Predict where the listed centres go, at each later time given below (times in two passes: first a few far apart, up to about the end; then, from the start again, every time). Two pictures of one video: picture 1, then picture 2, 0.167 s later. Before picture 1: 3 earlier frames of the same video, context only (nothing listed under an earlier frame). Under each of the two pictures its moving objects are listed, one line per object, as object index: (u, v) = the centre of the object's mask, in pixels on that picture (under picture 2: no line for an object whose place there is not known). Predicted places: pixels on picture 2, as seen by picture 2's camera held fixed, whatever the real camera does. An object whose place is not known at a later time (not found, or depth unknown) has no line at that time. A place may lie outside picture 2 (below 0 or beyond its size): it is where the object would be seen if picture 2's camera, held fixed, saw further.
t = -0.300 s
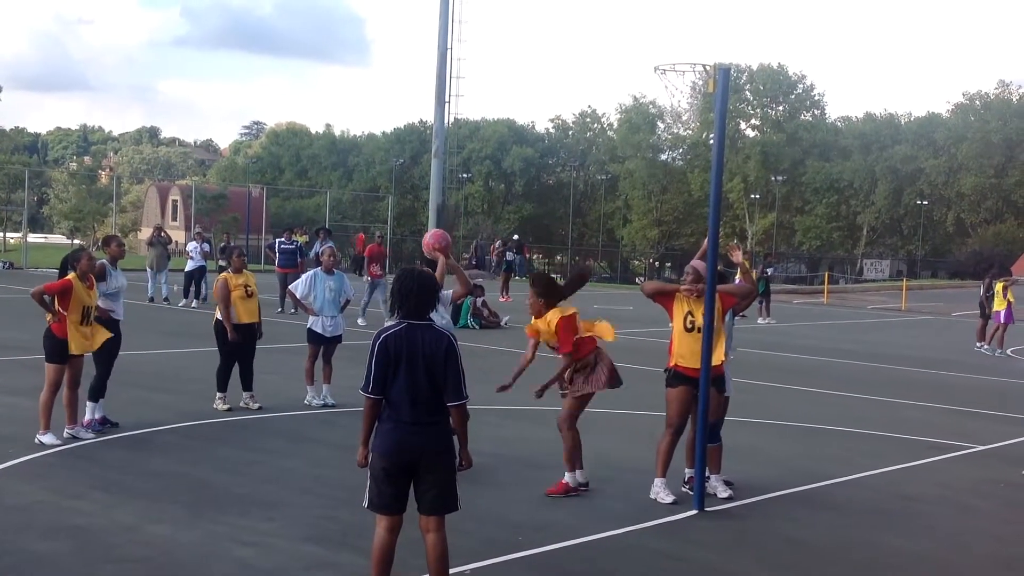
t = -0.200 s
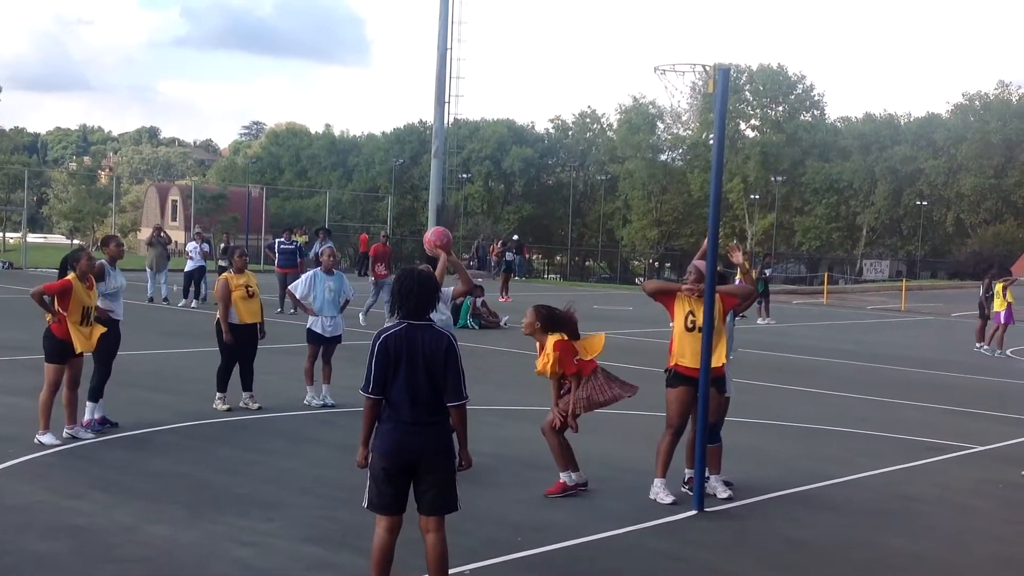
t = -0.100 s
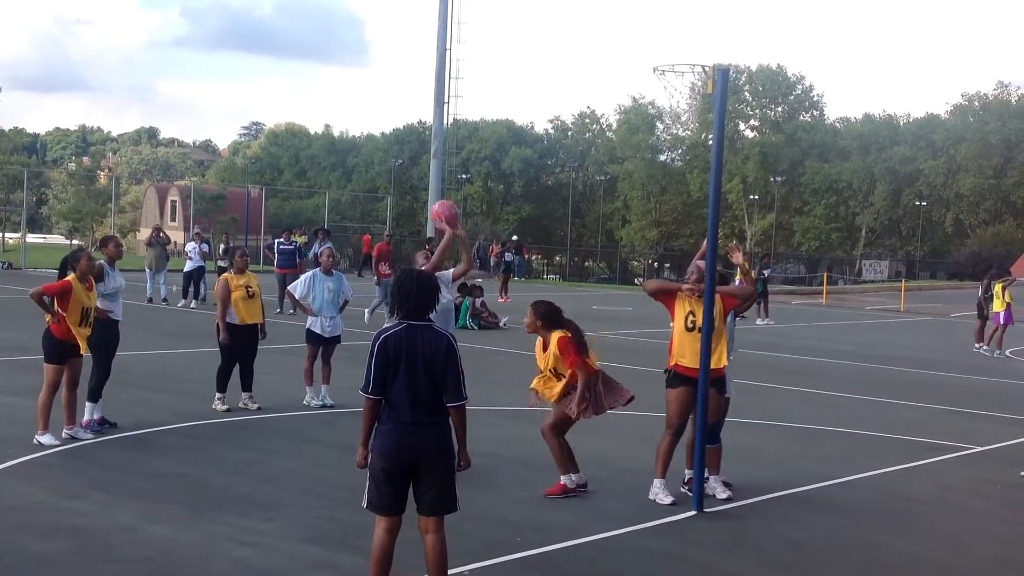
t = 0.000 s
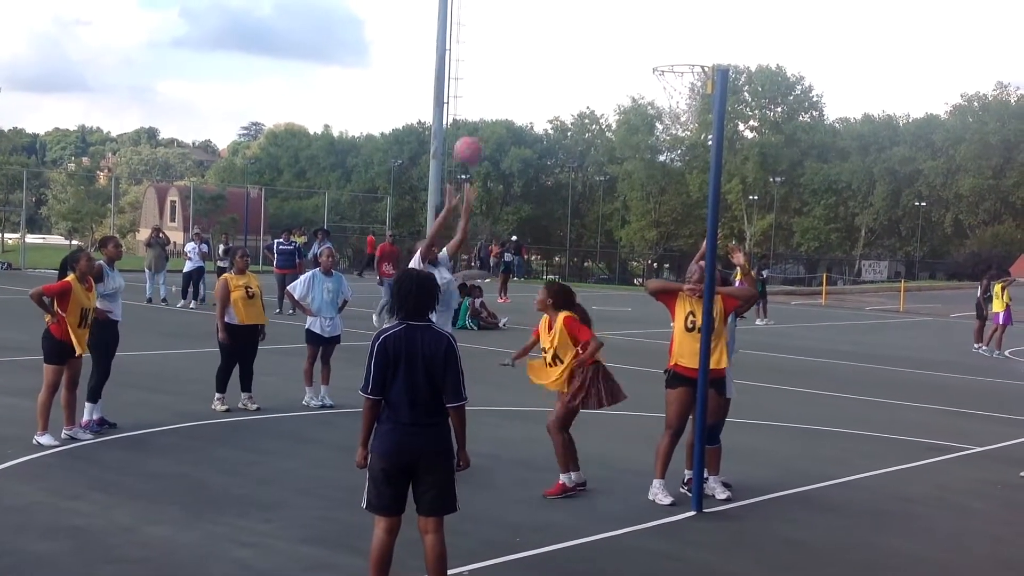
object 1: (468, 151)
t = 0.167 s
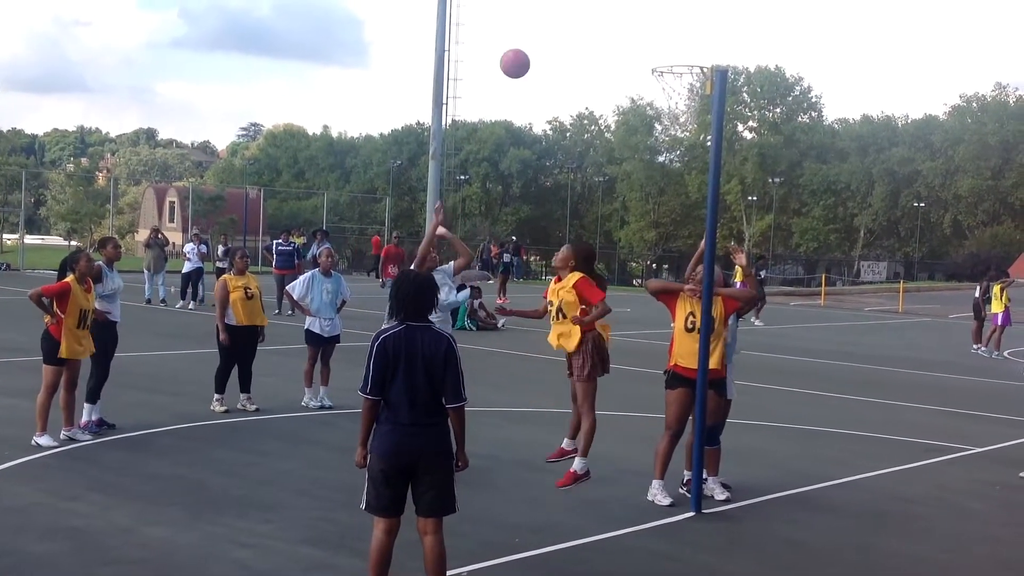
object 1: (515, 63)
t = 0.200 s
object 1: (525, 50)
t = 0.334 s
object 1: (563, 11)
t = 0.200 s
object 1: (525, 50)
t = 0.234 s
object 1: (534, 38)
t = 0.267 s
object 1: (544, 27)
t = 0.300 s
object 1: (553, 17)
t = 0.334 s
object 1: (563, 11)
